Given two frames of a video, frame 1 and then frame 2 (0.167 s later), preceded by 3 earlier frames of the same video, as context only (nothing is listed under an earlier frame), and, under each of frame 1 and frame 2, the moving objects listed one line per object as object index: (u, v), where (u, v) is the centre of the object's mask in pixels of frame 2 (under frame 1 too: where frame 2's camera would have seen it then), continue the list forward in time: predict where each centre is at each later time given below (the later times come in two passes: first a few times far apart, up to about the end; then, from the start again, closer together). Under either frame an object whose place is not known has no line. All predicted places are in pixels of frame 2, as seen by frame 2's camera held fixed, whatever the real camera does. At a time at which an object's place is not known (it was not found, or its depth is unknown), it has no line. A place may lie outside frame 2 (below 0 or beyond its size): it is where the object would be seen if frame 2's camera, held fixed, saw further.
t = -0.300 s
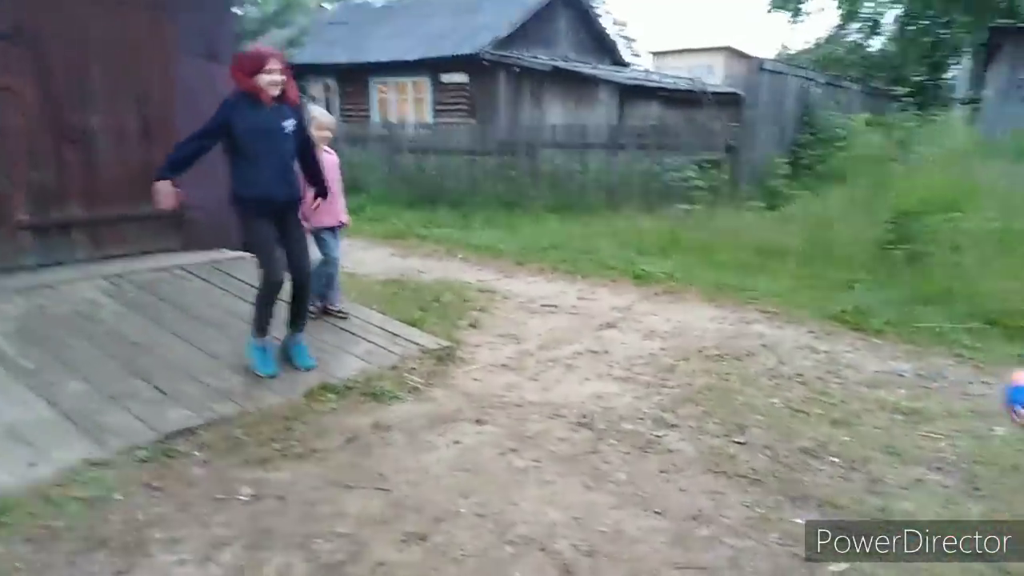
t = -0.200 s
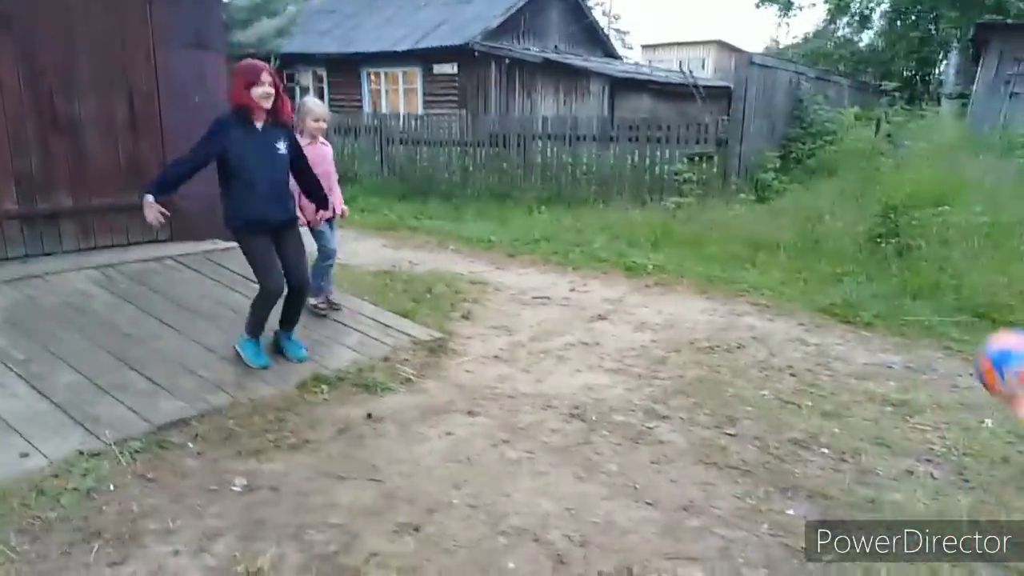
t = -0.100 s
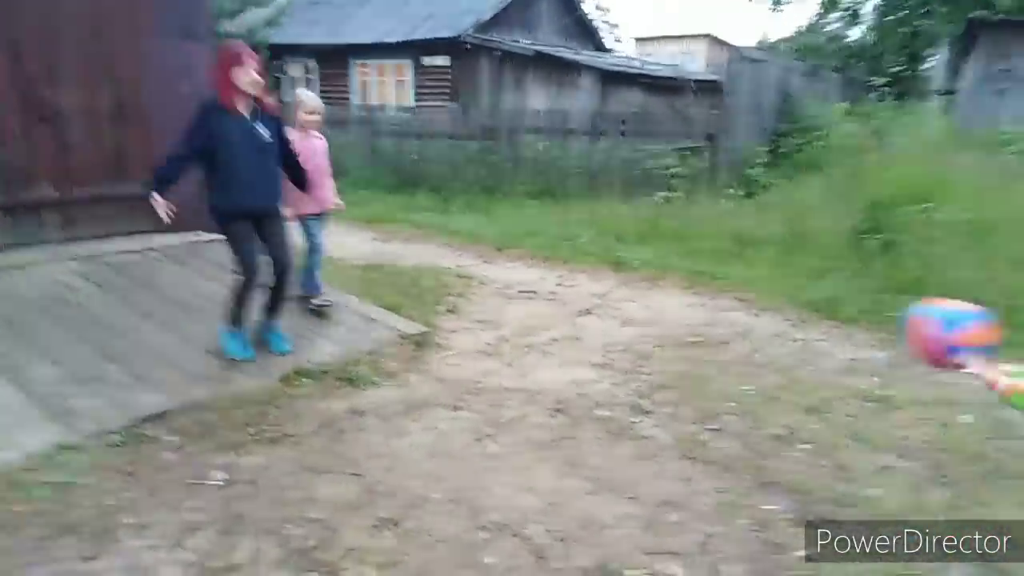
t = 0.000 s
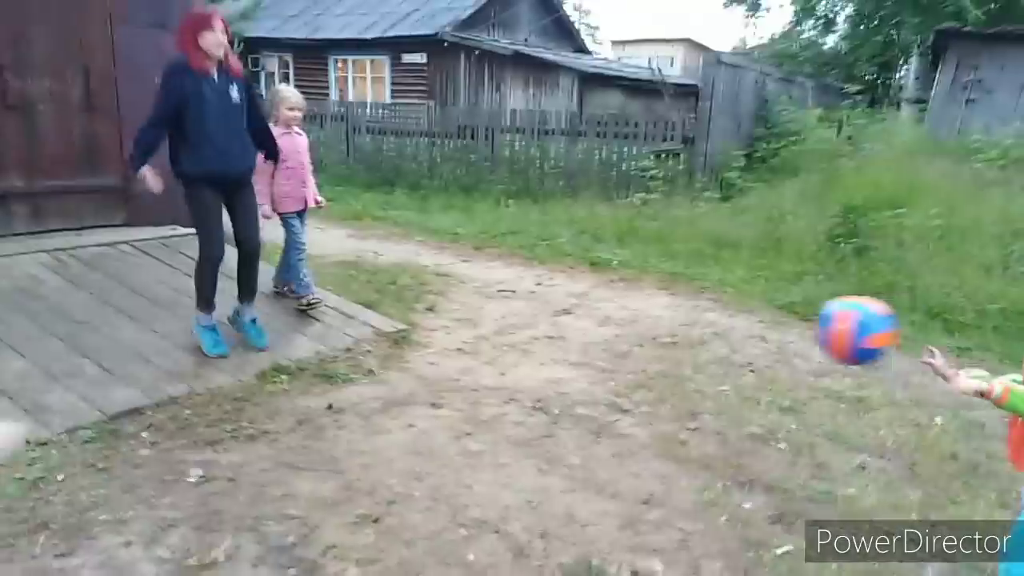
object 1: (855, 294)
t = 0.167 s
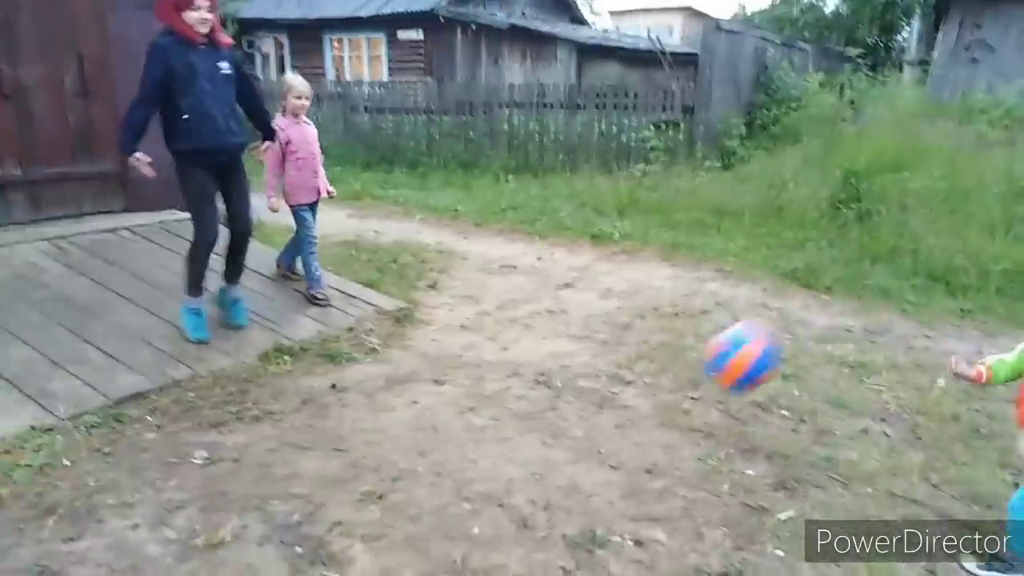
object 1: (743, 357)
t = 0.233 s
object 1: (697, 402)
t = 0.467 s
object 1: (613, 421)
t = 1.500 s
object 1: (429, 472)
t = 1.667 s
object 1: (405, 476)
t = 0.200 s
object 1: (720, 377)
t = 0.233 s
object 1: (697, 402)
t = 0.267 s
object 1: (675, 430)
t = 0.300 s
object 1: (652, 462)
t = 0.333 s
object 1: (635, 477)
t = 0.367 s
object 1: (630, 460)
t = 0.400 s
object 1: (626, 444)
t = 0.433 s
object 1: (619, 431)
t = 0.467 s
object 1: (613, 421)
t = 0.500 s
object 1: (607, 415)
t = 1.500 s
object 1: (429, 472)
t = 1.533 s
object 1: (426, 474)
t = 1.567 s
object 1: (420, 474)
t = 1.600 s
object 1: (414, 475)
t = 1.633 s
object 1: (409, 476)
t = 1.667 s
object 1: (405, 476)
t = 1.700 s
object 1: (399, 476)
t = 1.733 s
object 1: (393, 477)
